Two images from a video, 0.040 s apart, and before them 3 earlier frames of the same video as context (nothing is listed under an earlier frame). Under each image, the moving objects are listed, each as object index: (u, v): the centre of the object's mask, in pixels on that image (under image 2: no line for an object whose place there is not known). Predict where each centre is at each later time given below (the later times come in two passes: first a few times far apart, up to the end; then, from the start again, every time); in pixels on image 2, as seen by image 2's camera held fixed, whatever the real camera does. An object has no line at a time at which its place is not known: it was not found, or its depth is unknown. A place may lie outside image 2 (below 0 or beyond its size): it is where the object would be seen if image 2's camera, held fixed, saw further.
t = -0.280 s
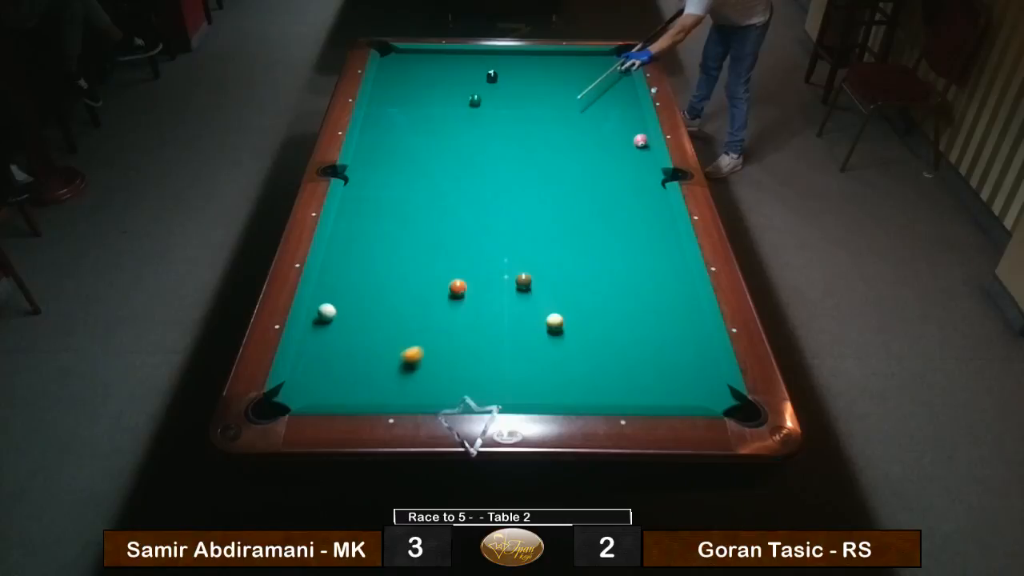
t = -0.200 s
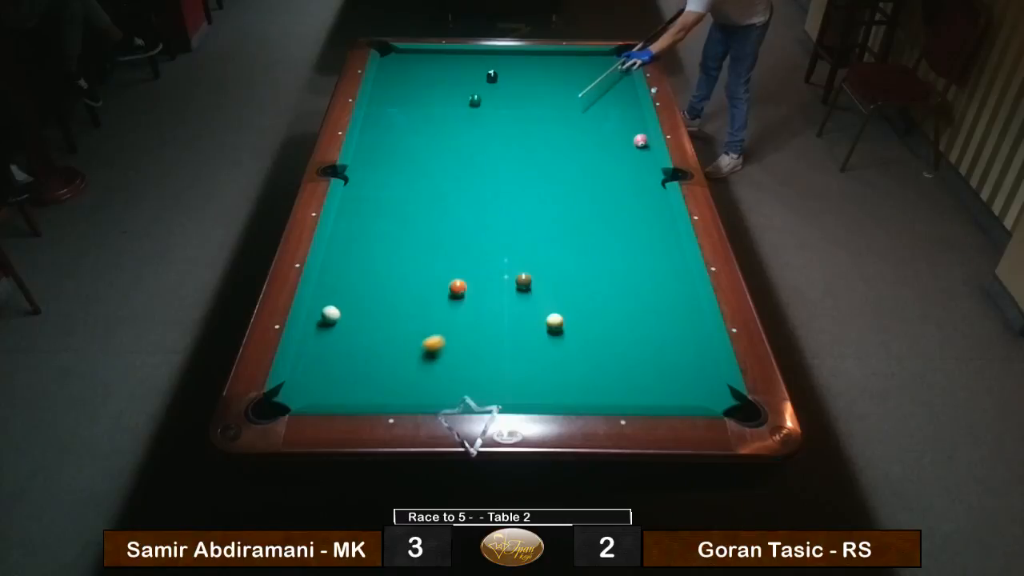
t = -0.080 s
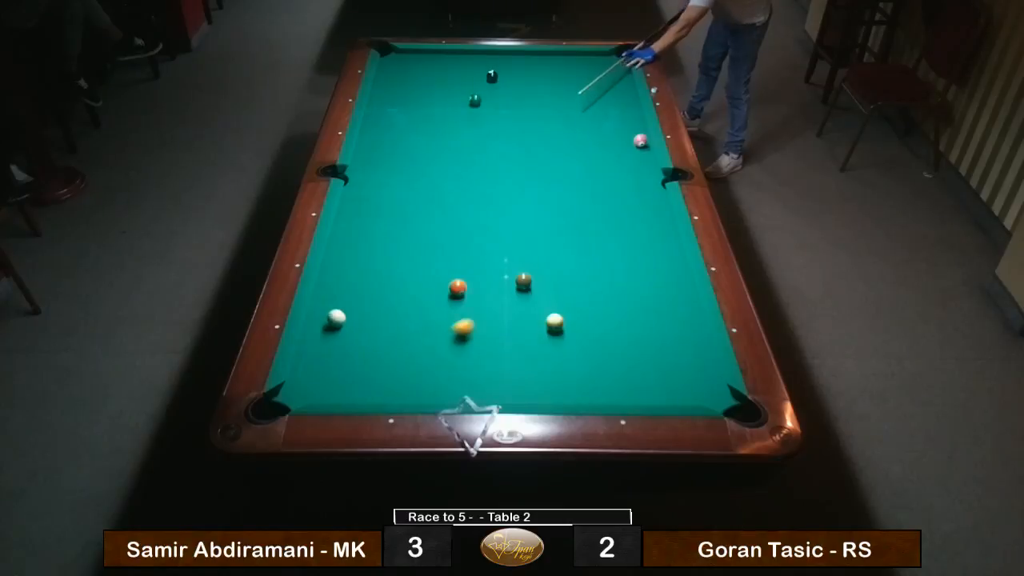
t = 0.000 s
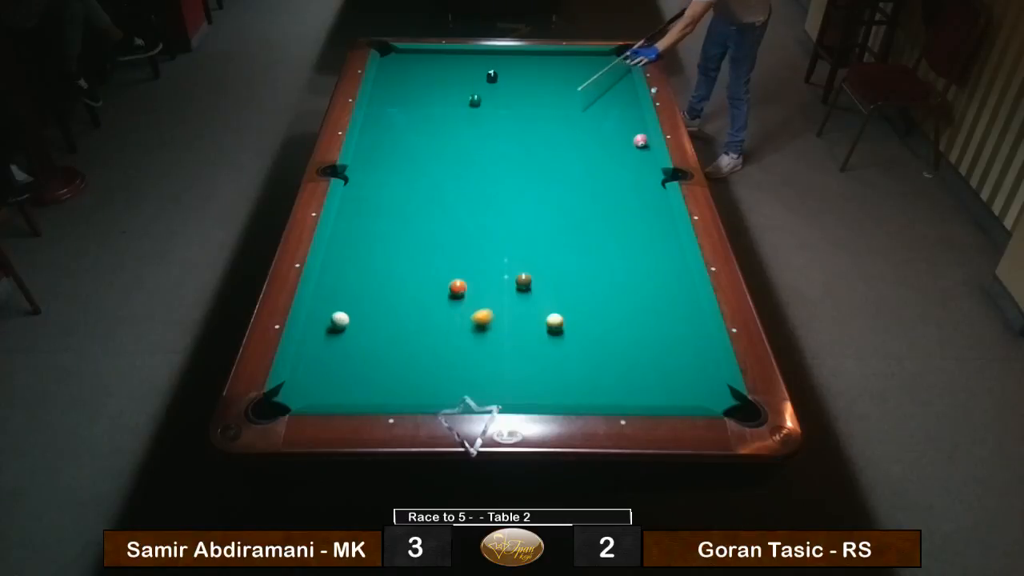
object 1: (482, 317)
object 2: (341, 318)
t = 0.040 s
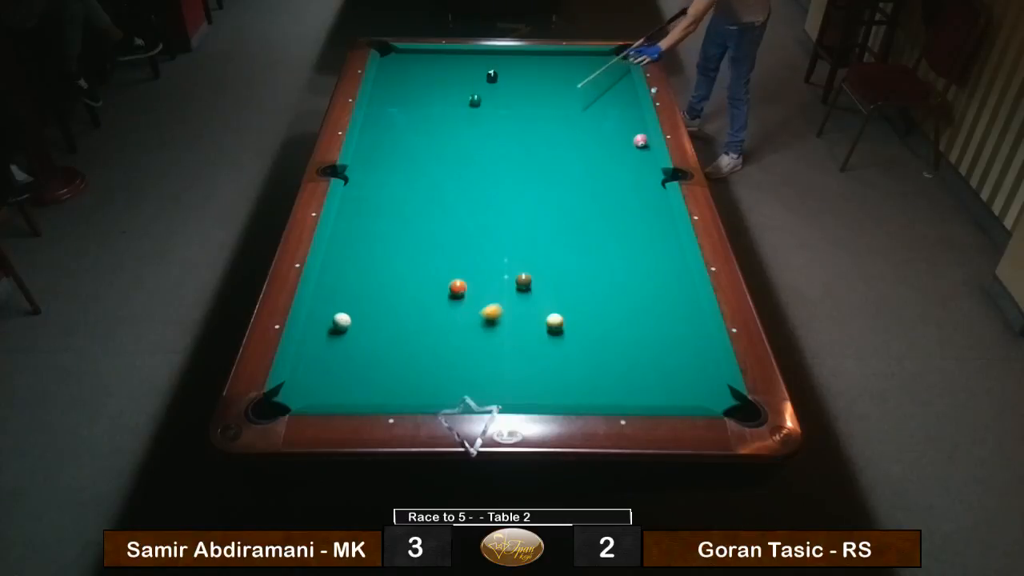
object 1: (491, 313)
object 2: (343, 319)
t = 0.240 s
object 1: (535, 289)
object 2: (351, 325)
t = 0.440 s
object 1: (575, 268)
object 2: (359, 330)
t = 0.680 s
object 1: (618, 245)
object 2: (366, 335)
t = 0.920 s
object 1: (658, 223)
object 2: (373, 340)
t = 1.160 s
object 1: (645, 206)
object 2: (379, 344)
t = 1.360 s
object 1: (623, 193)
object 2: (382, 347)
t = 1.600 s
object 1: (598, 179)
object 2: (386, 350)
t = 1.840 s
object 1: (575, 166)
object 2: (389, 352)
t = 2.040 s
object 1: (557, 156)
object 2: (390, 354)
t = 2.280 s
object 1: (538, 145)
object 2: (390, 354)
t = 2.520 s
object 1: (520, 135)
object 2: (390, 354)
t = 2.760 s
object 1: (504, 126)
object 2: (390, 354)
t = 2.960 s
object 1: (491, 119)
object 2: (390, 354)
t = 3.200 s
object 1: (477, 111)
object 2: (390, 354)
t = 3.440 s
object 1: (464, 103)
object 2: (390, 354)
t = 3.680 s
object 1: (452, 97)
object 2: (390, 354)
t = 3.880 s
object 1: (443, 91)
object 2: (390, 354)
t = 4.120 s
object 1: (433, 85)
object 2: (390, 354)
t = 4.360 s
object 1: (424, 80)
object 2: (390, 354)
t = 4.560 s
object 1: (417, 76)
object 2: (390, 354)
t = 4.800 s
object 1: (409, 71)
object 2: (390, 354)
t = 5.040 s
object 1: (402, 67)
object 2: (390, 354)
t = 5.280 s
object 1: (396, 63)
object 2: (390, 354)
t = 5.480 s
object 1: (391, 61)
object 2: (390, 354)
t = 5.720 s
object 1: (386, 57)
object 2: (390, 354)
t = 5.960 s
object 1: (385, 55)
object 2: (390, 354)
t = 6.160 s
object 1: (387, 54)
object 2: (390, 354)
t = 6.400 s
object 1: (388, 53)
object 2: (390, 354)
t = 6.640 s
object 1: (389, 52)
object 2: (390, 354)
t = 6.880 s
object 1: (389, 52)
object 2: (390, 354)
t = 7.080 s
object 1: (389, 52)
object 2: (390, 354)
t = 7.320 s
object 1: (388, 52)
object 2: (390, 354)
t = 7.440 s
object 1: (389, 52)
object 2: (390, 354)
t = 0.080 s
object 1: (500, 308)
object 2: (344, 321)
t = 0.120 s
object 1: (509, 303)
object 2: (346, 321)
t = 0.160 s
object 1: (518, 298)
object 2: (348, 322)
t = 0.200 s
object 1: (527, 293)
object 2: (350, 324)
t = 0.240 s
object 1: (535, 289)
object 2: (351, 325)
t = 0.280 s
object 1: (544, 284)
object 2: (353, 326)
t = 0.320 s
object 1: (551, 280)
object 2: (354, 327)
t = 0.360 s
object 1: (559, 276)
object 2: (356, 328)
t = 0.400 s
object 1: (567, 272)
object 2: (357, 329)
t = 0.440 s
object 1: (575, 268)
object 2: (359, 330)
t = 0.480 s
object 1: (583, 264)
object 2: (360, 331)
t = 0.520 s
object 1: (590, 260)
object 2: (361, 331)
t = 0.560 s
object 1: (597, 256)
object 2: (362, 332)
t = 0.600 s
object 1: (605, 252)
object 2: (364, 333)
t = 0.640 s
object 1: (612, 248)
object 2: (365, 334)
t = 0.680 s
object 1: (618, 245)
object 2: (366, 335)
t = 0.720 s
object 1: (625, 241)
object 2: (367, 336)
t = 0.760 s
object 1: (632, 237)
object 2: (369, 337)
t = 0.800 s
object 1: (639, 234)
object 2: (370, 338)
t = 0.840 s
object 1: (645, 230)
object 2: (371, 338)
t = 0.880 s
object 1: (652, 227)
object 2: (372, 339)
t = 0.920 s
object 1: (658, 223)
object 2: (373, 340)
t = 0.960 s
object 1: (665, 220)
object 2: (374, 341)
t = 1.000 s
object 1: (665, 217)
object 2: (375, 341)
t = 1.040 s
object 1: (660, 214)
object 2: (376, 342)
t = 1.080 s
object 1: (655, 211)
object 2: (377, 343)
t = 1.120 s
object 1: (650, 208)
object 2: (378, 343)
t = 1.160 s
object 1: (645, 206)
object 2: (379, 344)
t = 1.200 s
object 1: (640, 203)
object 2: (379, 345)
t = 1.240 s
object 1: (636, 201)
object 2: (380, 345)
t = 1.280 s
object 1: (631, 198)
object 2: (381, 346)
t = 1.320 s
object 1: (627, 196)
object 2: (382, 346)
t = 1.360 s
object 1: (623, 193)
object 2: (382, 347)
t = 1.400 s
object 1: (618, 191)
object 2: (383, 348)
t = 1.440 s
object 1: (614, 188)
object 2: (384, 348)
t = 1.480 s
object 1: (610, 186)
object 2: (385, 349)
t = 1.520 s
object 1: (606, 184)
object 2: (385, 349)
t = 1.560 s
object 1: (602, 181)
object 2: (386, 350)
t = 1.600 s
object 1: (598, 179)
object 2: (386, 350)
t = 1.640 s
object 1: (594, 177)
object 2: (387, 350)
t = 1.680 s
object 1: (590, 175)
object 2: (387, 351)
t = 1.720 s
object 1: (586, 173)
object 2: (388, 351)
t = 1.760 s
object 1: (582, 170)
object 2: (388, 352)
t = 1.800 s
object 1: (579, 168)
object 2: (389, 352)
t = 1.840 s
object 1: (575, 166)
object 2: (389, 352)
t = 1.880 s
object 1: (571, 164)
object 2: (389, 353)
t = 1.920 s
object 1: (568, 162)
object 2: (390, 353)
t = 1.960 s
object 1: (564, 160)
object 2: (390, 353)
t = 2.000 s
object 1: (561, 159)
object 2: (390, 354)
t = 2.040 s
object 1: (557, 156)
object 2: (390, 354)
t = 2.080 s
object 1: (554, 155)
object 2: (390, 354)
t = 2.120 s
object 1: (551, 153)
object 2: (390, 354)
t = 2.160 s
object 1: (548, 151)
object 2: (390, 354)
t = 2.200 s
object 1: (544, 149)
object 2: (390, 354)
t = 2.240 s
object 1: (541, 147)
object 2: (390, 354)
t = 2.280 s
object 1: (538, 145)
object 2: (390, 354)
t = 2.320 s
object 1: (535, 144)
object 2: (390, 354)
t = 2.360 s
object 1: (532, 142)
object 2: (390, 354)
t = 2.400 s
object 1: (529, 140)
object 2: (390, 354)
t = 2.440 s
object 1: (526, 138)
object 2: (390, 354)
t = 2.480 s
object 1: (523, 137)
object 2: (390, 354)
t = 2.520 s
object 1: (520, 135)
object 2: (390, 354)
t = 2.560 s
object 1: (517, 134)
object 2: (390, 354)
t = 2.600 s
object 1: (514, 132)
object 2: (390, 354)
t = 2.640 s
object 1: (512, 131)
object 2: (390, 354)
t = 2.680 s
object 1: (509, 129)
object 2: (390, 354)
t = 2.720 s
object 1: (506, 128)
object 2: (390, 354)
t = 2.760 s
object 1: (504, 126)
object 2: (390, 354)
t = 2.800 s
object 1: (501, 125)
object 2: (390, 354)
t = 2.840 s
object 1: (499, 123)
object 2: (390, 354)
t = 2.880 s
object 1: (496, 122)
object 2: (390, 354)
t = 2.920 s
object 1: (494, 120)
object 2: (390, 354)
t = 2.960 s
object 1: (491, 119)
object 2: (390, 354)
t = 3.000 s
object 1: (489, 118)
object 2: (390, 354)
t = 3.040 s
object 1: (487, 116)
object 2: (390, 354)
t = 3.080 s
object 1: (484, 115)
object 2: (390, 354)
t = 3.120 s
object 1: (482, 113)
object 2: (390, 354)
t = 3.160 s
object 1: (480, 112)
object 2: (390, 354)
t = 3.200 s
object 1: (477, 111)
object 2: (390, 354)
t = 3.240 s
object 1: (475, 110)
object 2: (390, 354)
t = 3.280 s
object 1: (473, 108)
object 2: (390, 354)
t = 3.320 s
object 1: (471, 107)
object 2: (390, 354)
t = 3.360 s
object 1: (468, 106)
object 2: (390, 354)
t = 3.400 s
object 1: (466, 104)
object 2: (390, 354)
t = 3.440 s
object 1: (464, 103)
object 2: (390, 354)
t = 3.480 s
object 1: (462, 102)
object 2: (390, 354)
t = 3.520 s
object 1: (460, 101)
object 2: (390, 354)
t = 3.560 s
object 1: (458, 100)
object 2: (390, 354)
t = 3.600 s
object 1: (456, 99)
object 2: (390, 354)
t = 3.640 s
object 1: (455, 98)
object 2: (390, 354)
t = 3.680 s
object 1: (452, 97)
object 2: (390, 354)
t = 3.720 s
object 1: (451, 96)
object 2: (390, 354)
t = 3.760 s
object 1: (449, 95)
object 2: (390, 354)
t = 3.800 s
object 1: (447, 94)
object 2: (390, 354)
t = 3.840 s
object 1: (445, 92)
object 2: (390, 354)
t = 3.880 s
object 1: (443, 91)
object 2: (390, 354)
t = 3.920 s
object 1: (441, 90)
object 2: (390, 354)
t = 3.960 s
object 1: (440, 90)
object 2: (390, 354)
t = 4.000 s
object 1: (438, 89)
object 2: (390, 354)
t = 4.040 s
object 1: (437, 88)
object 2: (390, 354)
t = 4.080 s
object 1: (435, 86)
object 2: (390, 354)
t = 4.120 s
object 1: (433, 85)
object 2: (390, 354)
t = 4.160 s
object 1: (432, 85)
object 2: (390, 354)
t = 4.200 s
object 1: (430, 84)
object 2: (390, 354)
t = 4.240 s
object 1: (428, 83)
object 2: (390, 354)
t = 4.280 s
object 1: (427, 82)
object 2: (390, 354)
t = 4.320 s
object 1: (426, 81)
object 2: (390, 354)
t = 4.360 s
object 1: (424, 80)
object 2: (390, 354)
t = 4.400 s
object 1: (422, 79)
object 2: (390, 354)
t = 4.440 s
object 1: (421, 79)
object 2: (390, 354)
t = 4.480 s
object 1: (420, 78)
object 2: (390, 354)
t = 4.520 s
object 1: (419, 77)
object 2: (390, 354)
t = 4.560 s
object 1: (417, 76)
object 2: (390, 354)
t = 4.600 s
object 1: (416, 75)
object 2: (390, 354)
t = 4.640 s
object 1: (414, 74)
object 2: (390, 354)
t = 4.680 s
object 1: (413, 73)
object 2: (390, 354)
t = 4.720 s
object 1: (412, 73)
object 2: (390, 354)
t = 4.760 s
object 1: (411, 72)
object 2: (390, 354)
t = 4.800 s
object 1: (409, 71)
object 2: (390, 354)
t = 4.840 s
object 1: (408, 71)
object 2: (390, 354)
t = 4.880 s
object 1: (407, 70)
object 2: (390, 354)
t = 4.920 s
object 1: (406, 69)
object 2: (390, 354)
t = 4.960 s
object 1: (405, 69)
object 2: (390, 354)
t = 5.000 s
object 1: (403, 68)
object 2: (390, 354)
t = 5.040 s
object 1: (402, 67)
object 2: (390, 354)
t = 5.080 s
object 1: (401, 66)
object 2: (390, 354)
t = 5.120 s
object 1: (400, 66)
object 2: (390, 354)
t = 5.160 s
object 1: (399, 65)
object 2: (390, 354)
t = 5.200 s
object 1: (398, 64)
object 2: (390, 354)
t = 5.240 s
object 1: (397, 64)
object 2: (390, 354)
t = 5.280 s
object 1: (396, 63)
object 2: (390, 354)
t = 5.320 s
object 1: (395, 63)
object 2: (390, 354)
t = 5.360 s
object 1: (394, 62)
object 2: (390, 354)
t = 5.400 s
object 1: (393, 62)
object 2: (390, 354)
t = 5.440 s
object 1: (392, 61)
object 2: (390, 354)
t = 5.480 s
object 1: (391, 61)
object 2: (390, 354)
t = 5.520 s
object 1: (390, 60)
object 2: (390, 354)
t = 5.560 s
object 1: (390, 59)
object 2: (390, 354)
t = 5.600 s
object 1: (389, 59)
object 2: (390, 354)
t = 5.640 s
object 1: (388, 59)
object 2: (390, 354)
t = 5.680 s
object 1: (387, 58)
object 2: (390, 354)
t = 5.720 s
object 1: (386, 57)
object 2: (390, 354)
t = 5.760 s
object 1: (385, 57)
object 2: (390, 354)
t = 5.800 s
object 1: (385, 57)
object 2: (390, 354)
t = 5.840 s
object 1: (385, 56)
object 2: (390, 354)
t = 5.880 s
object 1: (385, 56)
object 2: (390, 354)
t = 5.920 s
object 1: (385, 56)
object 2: (390, 354)
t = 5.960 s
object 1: (385, 55)
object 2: (390, 354)
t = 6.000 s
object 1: (386, 55)
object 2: (390, 354)
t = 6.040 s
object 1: (386, 55)
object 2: (390, 354)
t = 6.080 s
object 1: (386, 54)
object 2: (390, 354)
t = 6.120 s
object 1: (387, 54)
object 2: (390, 354)
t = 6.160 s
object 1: (387, 54)
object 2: (390, 354)
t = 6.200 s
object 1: (387, 54)
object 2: (390, 354)
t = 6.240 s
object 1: (387, 54)
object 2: (390, 354)
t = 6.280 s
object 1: (388, 53)
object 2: (390, 354)
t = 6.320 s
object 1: (388, 53)
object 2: (390, 354)
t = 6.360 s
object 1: (388, 53)
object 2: (390, 354)
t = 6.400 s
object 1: (388, 53)
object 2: (390, 354)
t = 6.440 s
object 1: (388, 53)
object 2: (390, 354)
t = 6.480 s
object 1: (388, 53)
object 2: (390, 354)
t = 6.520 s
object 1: (388, 52)
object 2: (390, 354)
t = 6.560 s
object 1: (388, 52)
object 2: (390, 354)
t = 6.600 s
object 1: (388, 52)
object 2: (390, 354)
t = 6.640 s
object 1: (389, 52)
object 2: (390, 354)
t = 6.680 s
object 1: (389, 52)
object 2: (390, 354)
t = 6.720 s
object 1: (389, 52)
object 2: (390, 354)
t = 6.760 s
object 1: (389, 52)
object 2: (390, 354)
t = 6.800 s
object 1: (389, 52)
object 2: (390, 354)
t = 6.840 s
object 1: (389, 52)
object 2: (390, 354)
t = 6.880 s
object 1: (389, 52)
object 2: (390, 354)
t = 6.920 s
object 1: (389, 52)
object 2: (390, 354)
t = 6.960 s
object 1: (389, 52)
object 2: (390, 354)
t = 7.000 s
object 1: (389, 52)
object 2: (390, 354)
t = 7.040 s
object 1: (389, 52)
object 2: (390, 354)
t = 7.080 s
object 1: (389, 52)
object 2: (390, 354)
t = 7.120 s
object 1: (389, 52)
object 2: (390, 354)
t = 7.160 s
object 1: (389, 52)
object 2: (390, 354)
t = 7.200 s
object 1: (388, 52)
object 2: (390, 354)
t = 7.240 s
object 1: (388, 52)
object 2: (390, 354)
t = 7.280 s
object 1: (388, 52)
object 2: (390, 354)
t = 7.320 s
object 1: (388, 52)
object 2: (390, 354)
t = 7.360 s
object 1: (389, 52)
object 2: (390, 354)
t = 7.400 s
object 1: (388, 52)
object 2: (390, 354)
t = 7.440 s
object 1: (389, 52)
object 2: (390, 354)
